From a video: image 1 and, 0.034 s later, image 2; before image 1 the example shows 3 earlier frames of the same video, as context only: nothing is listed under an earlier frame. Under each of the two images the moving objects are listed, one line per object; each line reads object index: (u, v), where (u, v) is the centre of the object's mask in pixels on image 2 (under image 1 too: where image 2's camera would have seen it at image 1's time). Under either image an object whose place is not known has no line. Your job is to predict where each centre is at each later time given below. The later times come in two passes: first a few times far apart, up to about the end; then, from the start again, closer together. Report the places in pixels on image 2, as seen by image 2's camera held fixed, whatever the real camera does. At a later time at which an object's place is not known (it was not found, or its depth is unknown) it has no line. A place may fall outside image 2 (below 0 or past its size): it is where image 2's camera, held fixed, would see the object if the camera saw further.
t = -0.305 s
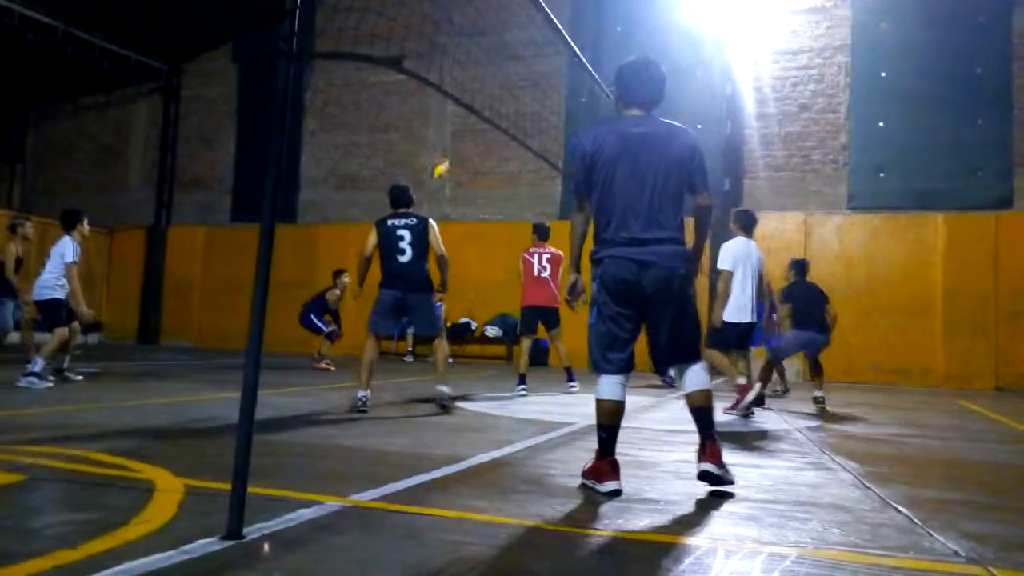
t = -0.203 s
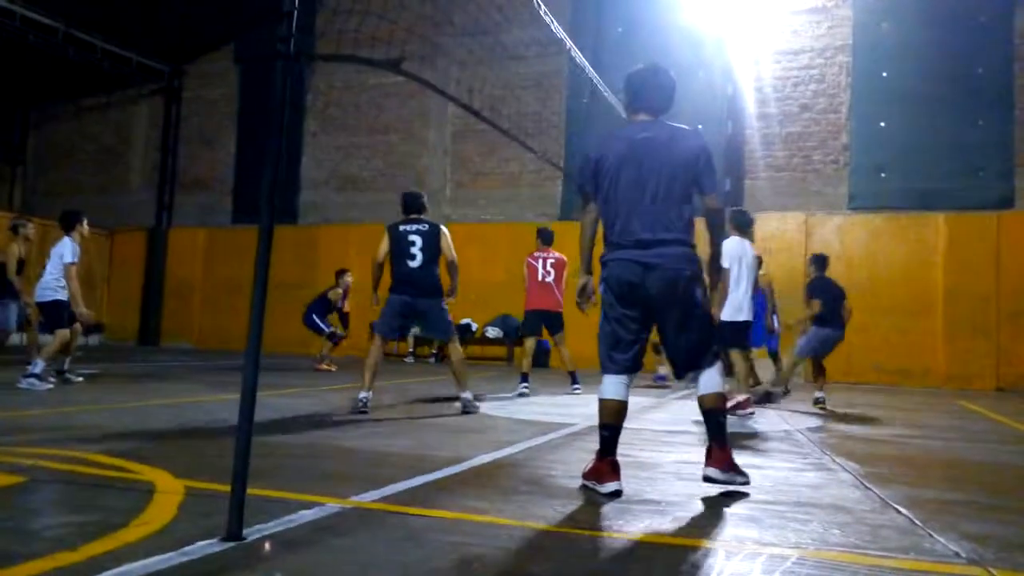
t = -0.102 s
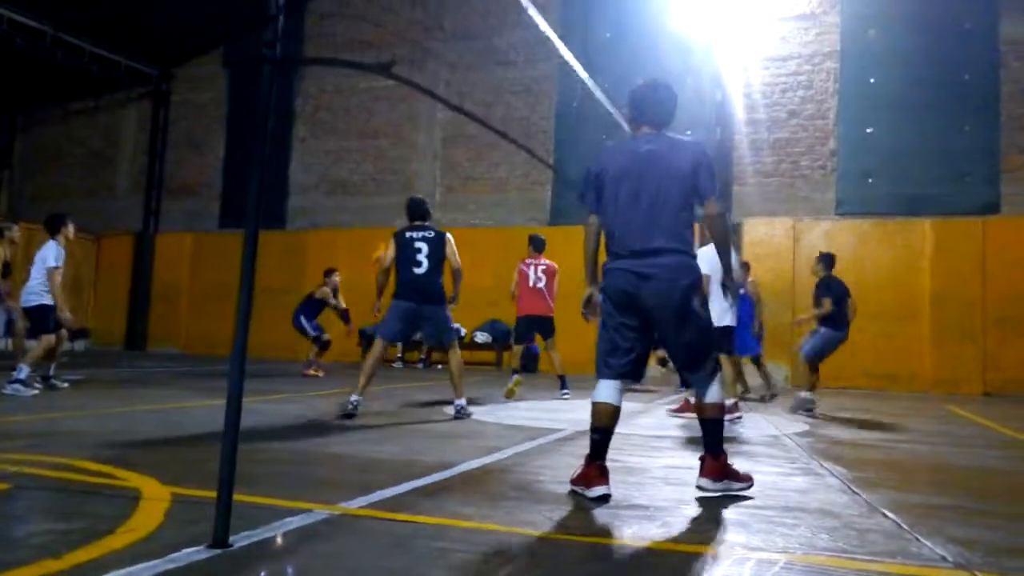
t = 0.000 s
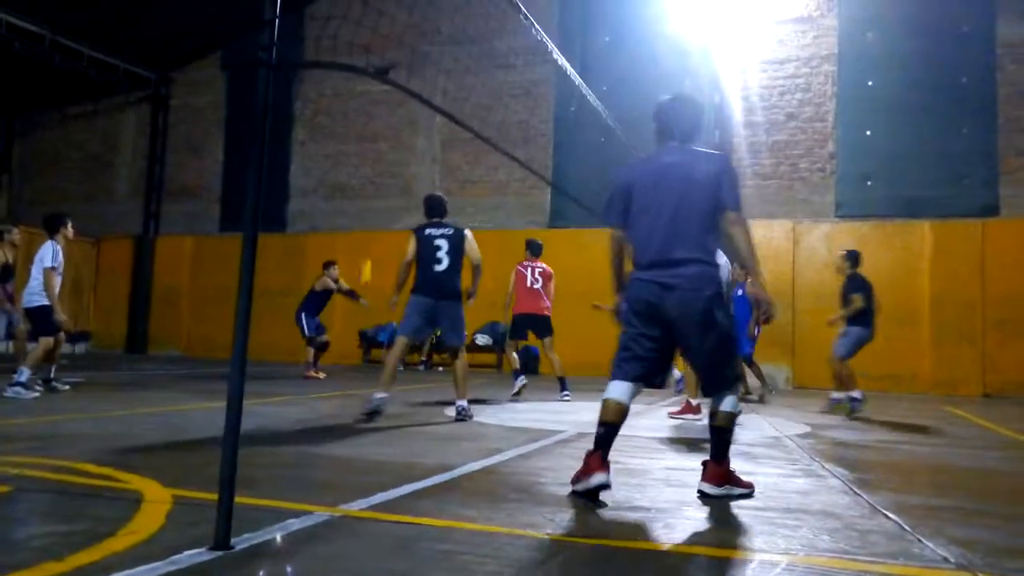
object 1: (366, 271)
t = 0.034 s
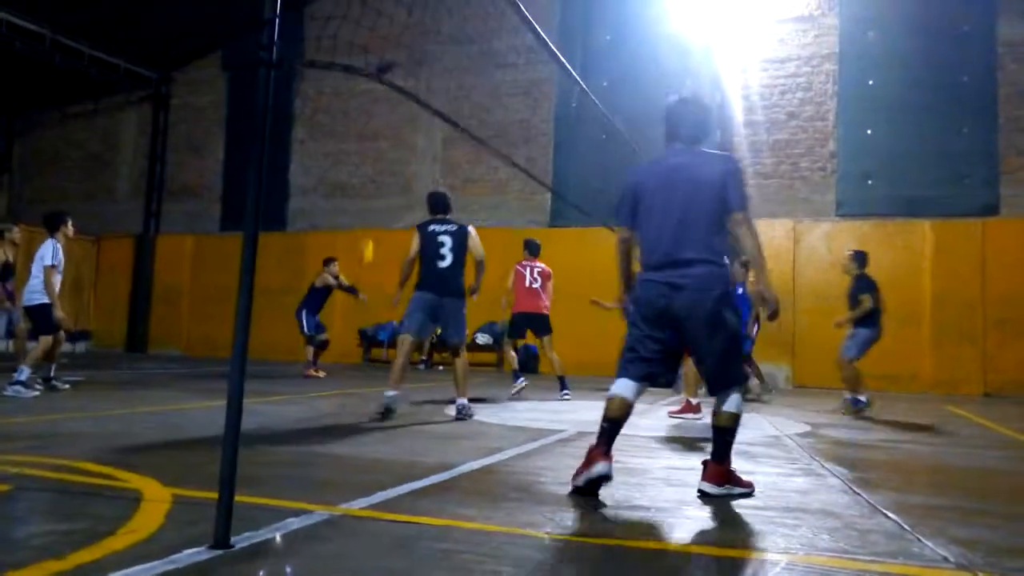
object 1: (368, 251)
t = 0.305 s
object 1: (376, 124)
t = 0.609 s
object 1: (385, 37)
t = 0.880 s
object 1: (391, 15)
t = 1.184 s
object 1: (396, 68)
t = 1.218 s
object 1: (397, 79)
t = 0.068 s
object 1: (367, 233)
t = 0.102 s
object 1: (368, 215)
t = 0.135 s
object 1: (370, 199)
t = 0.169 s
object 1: (371, 183)
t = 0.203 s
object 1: (372, 168)
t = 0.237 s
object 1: (375, 153)
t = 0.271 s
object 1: (374, 138)
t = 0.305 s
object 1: (376, 124)
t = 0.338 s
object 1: (377, 112)
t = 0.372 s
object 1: (378, 101)
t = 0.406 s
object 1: (379, 90)
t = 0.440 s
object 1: (380, 78)
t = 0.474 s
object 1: (383, 67)
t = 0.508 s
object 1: (383, 60)
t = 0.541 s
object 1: (383, 50)
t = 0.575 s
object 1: (383, 44)
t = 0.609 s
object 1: (385, 37)
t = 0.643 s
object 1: (386, 31)
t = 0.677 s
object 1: (387, 26)
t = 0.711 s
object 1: (387, 22)
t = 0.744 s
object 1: (388, 19)
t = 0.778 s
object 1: (388, 17)
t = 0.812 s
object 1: (389, 15)
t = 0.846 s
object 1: (390, 15)
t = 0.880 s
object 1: (391, 15)
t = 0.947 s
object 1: (392, 20)
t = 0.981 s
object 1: (392, 23)
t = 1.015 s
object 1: (393, 28)
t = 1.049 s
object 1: (393, 34)
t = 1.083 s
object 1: (393, 41)
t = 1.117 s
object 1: (394, 49)
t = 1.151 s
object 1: (394, 58)
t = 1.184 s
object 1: (396, 68)
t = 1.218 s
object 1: (397, 79)
